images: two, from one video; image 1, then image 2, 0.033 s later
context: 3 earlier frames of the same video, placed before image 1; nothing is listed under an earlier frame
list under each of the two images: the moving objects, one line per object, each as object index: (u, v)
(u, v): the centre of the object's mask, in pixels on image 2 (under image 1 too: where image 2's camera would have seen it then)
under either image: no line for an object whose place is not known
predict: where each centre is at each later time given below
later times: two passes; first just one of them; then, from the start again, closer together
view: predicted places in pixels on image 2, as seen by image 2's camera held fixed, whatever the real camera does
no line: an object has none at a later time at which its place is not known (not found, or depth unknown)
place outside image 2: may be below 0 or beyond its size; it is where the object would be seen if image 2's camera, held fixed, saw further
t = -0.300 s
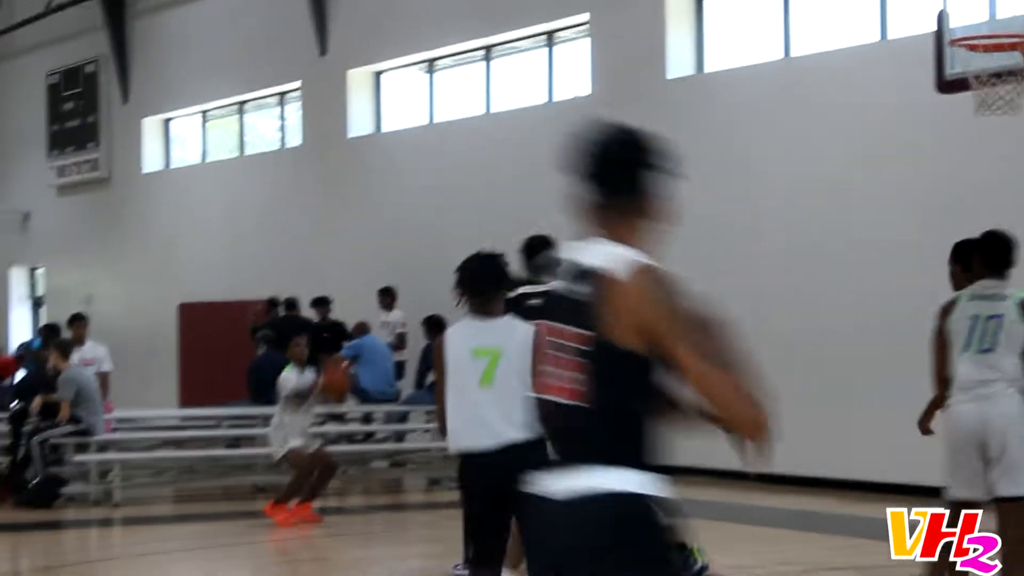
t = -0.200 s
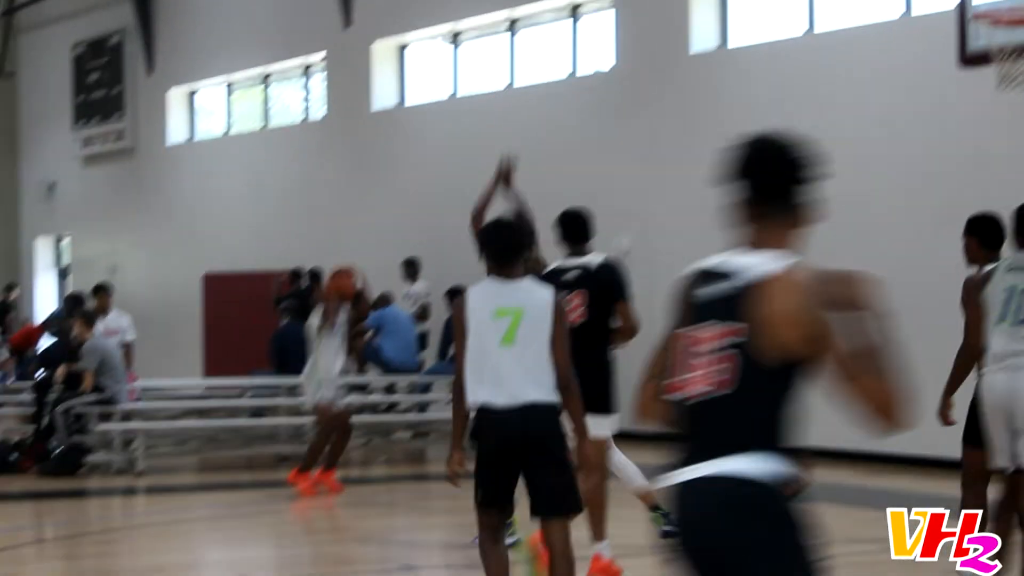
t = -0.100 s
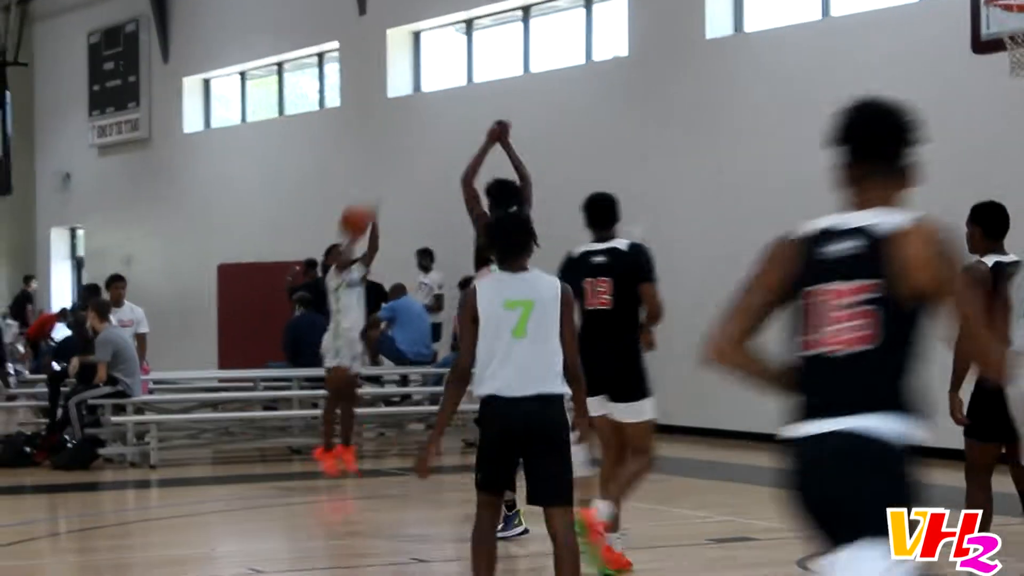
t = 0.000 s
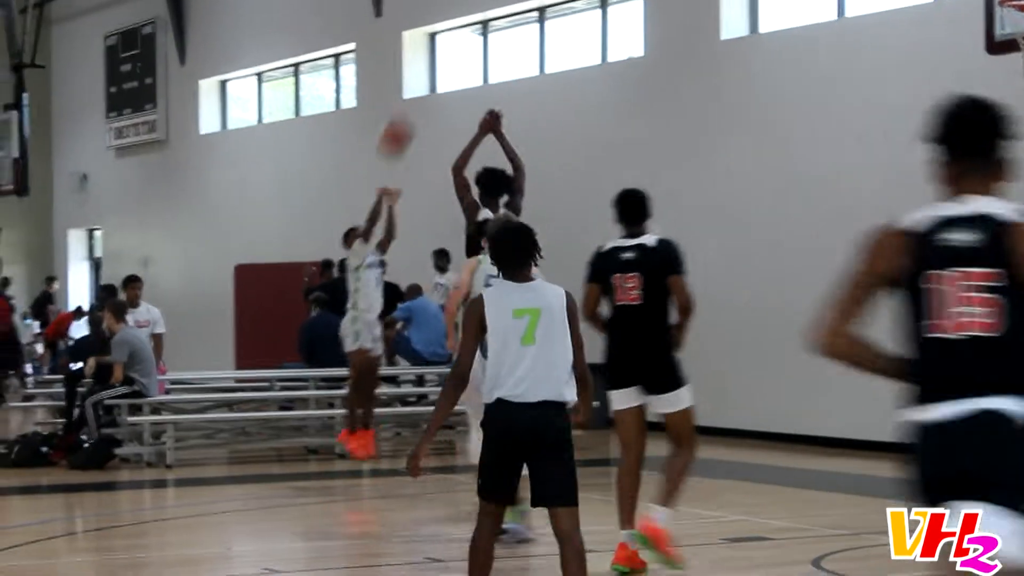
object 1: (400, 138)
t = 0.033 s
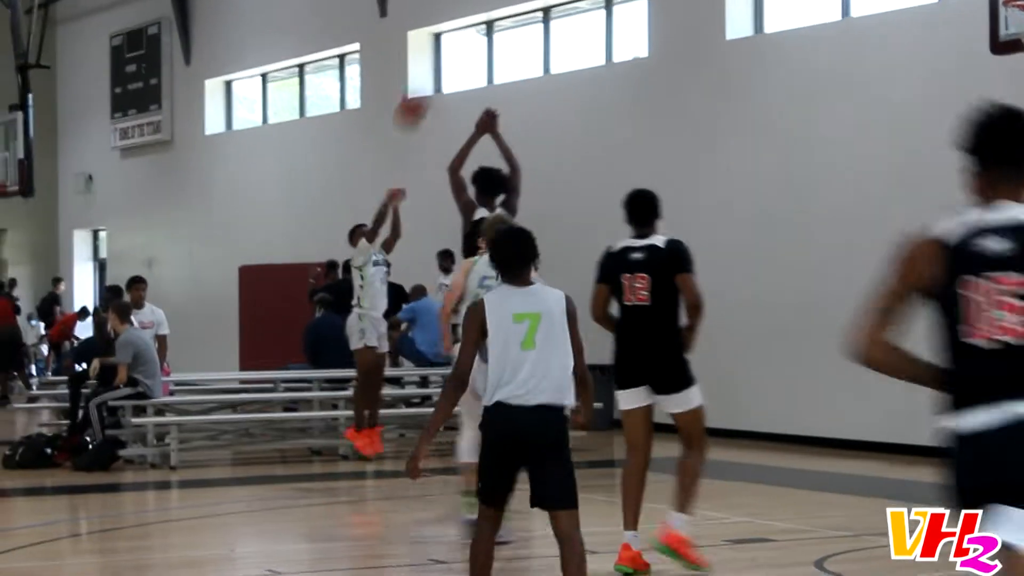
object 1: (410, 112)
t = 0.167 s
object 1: (458, 2)
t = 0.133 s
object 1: (448, 18)
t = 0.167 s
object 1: (458, 2)
